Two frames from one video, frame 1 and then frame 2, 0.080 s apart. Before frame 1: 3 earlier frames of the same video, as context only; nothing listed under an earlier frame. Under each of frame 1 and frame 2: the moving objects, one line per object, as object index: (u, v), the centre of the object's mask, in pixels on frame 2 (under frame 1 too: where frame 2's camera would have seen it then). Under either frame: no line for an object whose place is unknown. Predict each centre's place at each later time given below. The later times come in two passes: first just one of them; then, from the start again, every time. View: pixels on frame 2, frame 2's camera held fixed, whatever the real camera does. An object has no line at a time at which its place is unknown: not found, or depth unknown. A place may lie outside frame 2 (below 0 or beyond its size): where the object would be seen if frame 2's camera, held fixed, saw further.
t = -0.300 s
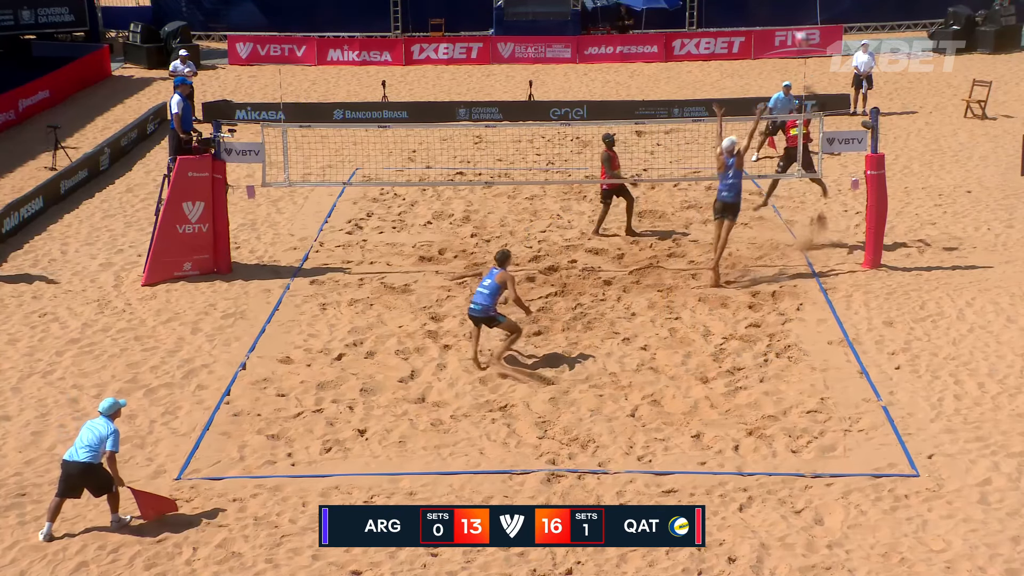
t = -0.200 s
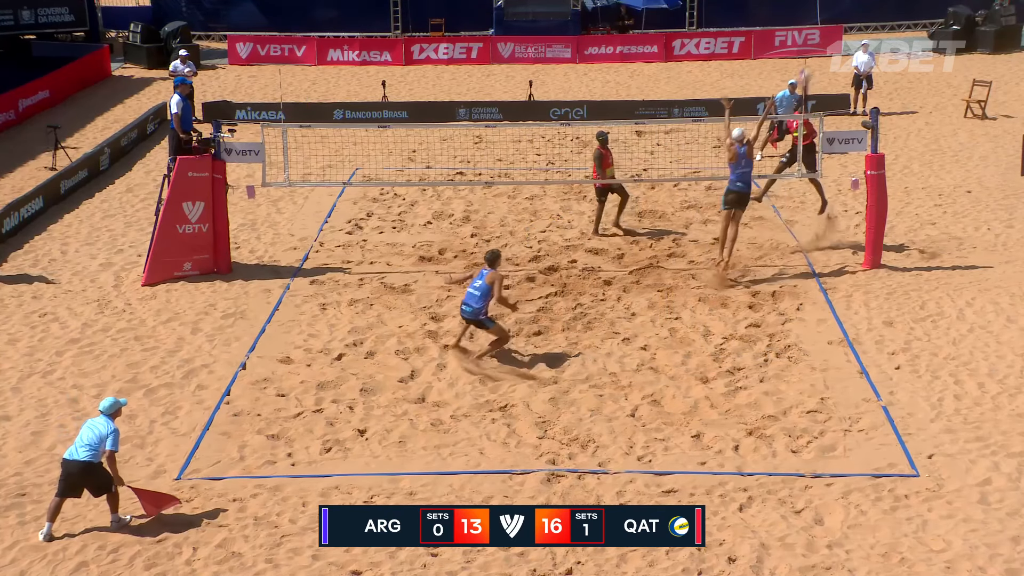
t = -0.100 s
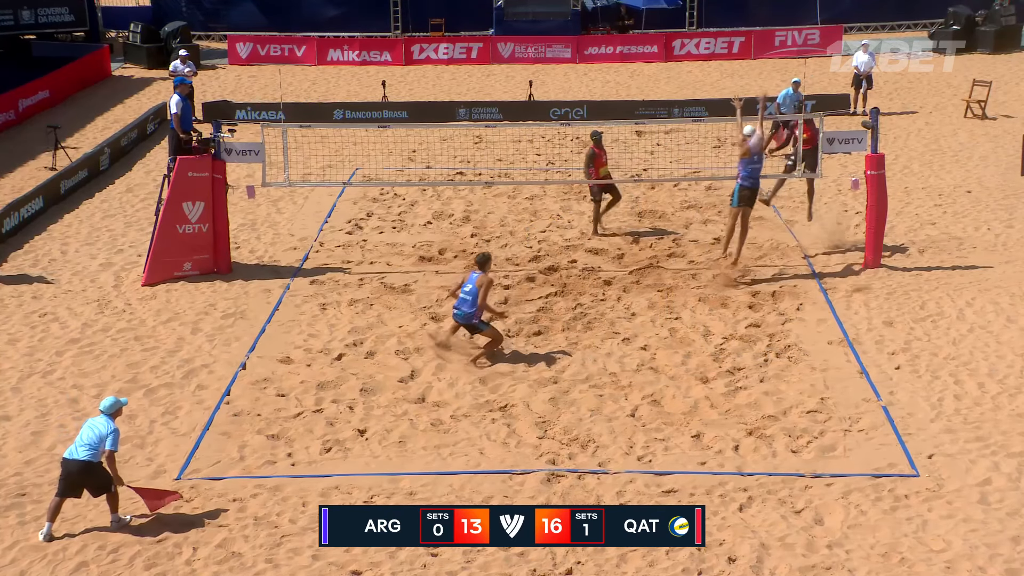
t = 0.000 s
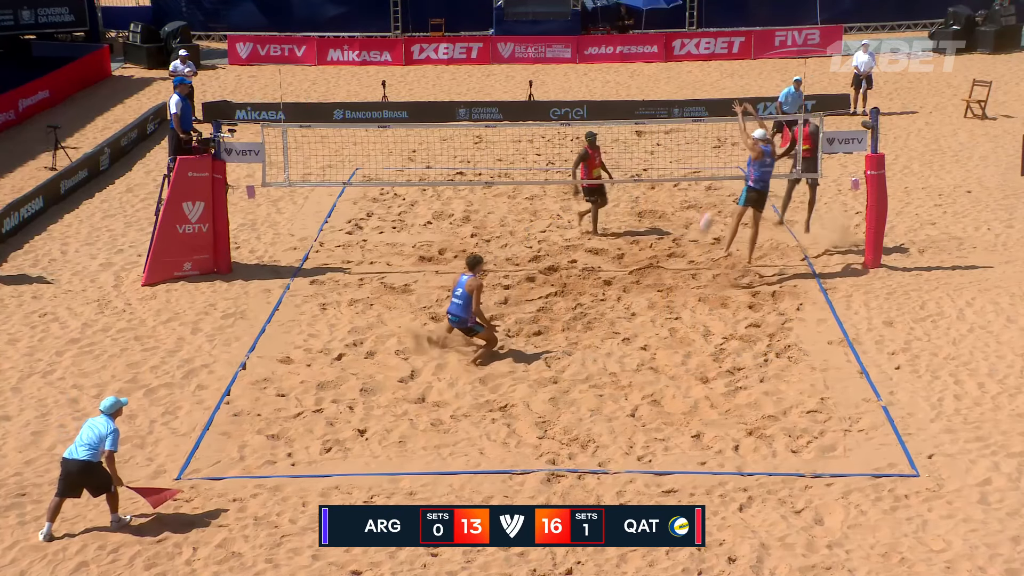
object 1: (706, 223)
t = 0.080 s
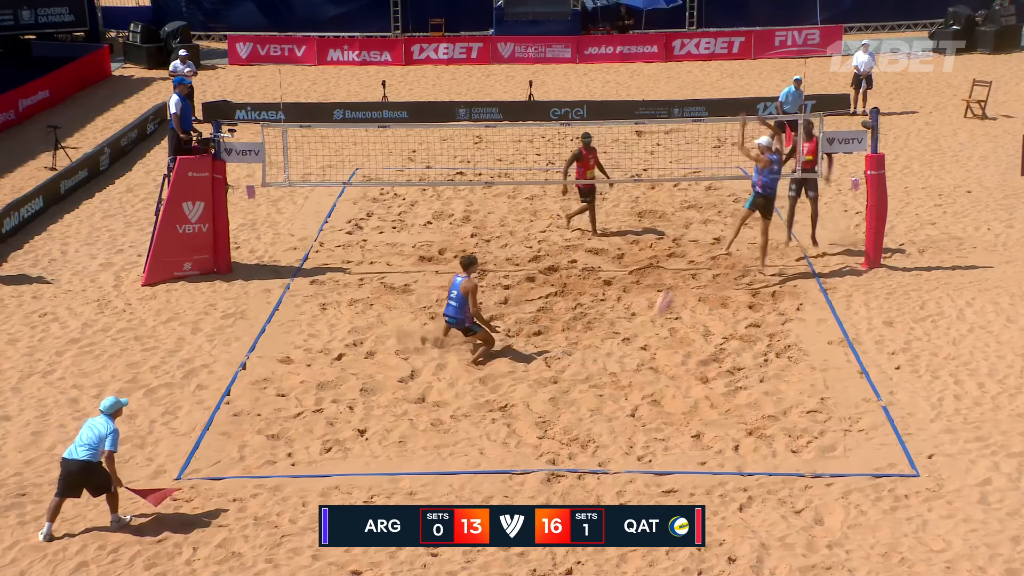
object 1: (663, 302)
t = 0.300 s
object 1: (597, 351)
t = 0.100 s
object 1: (653, 324)
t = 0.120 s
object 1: (644, 348)
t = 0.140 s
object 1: (632, 370)
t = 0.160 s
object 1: (622, 392)
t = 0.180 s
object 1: (618, 387)
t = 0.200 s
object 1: (615, 380)
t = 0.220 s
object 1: (612, 374)
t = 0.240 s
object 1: (608, 367)
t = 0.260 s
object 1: (605, 362)
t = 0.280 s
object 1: (602, 356)
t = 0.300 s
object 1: (597, 351)
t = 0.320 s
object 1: (594, 346)
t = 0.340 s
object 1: (591, 342)
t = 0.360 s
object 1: (586, 338)
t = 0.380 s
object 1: (582, 334)
